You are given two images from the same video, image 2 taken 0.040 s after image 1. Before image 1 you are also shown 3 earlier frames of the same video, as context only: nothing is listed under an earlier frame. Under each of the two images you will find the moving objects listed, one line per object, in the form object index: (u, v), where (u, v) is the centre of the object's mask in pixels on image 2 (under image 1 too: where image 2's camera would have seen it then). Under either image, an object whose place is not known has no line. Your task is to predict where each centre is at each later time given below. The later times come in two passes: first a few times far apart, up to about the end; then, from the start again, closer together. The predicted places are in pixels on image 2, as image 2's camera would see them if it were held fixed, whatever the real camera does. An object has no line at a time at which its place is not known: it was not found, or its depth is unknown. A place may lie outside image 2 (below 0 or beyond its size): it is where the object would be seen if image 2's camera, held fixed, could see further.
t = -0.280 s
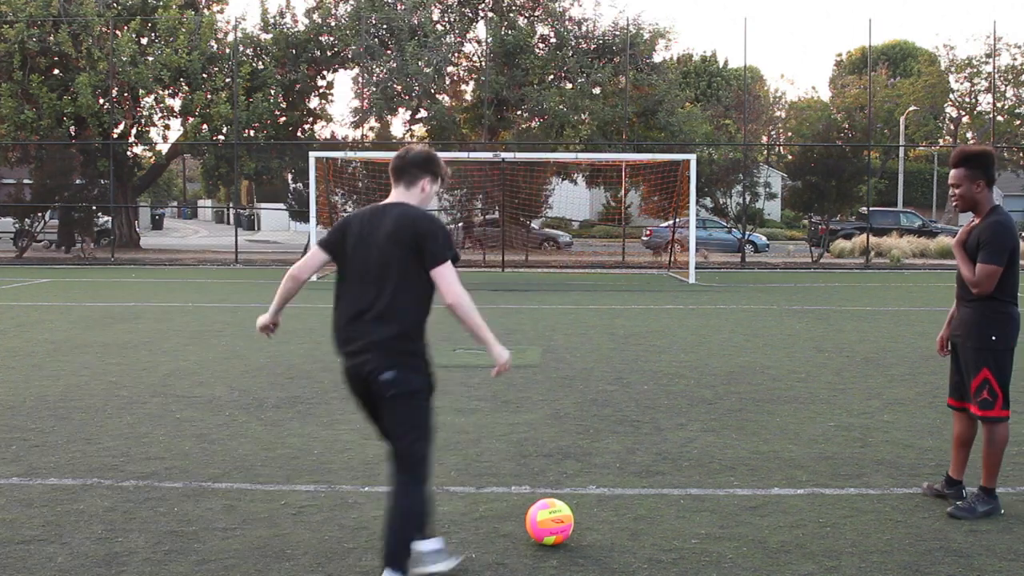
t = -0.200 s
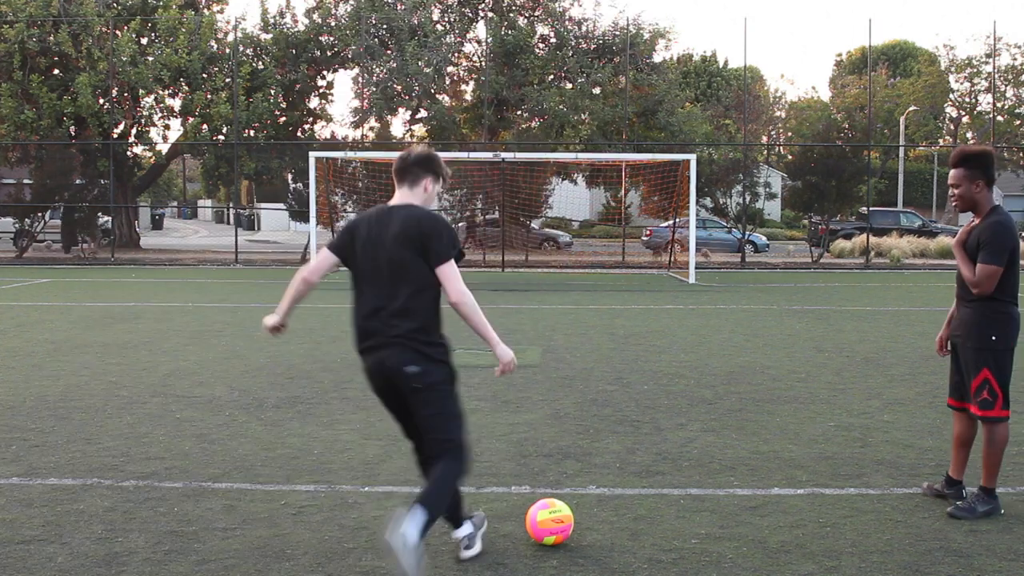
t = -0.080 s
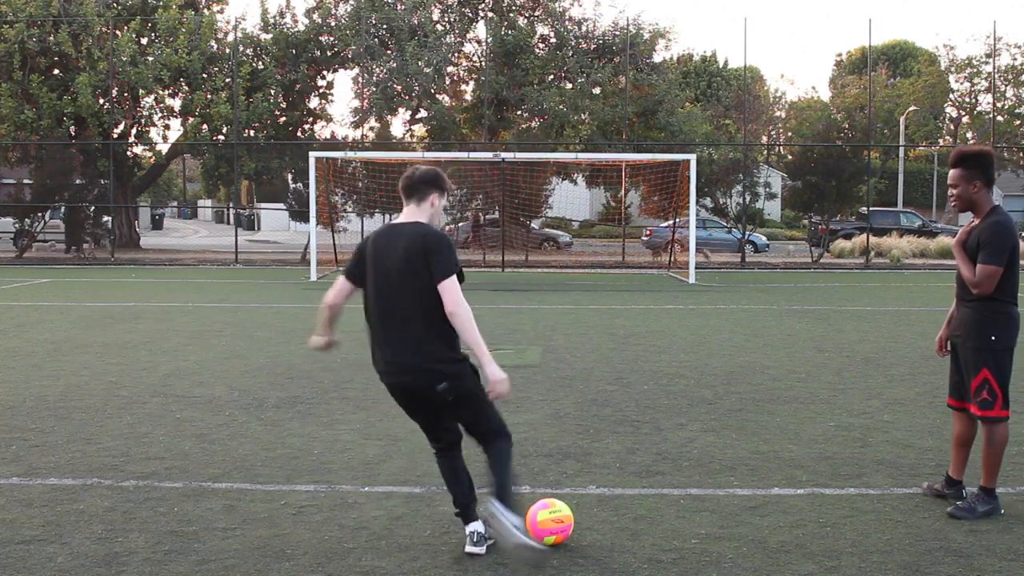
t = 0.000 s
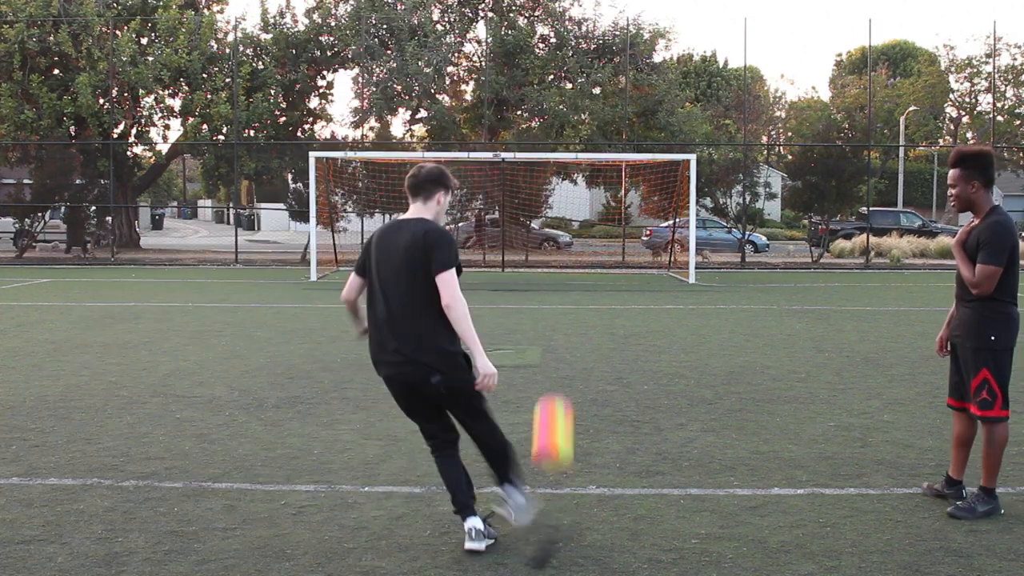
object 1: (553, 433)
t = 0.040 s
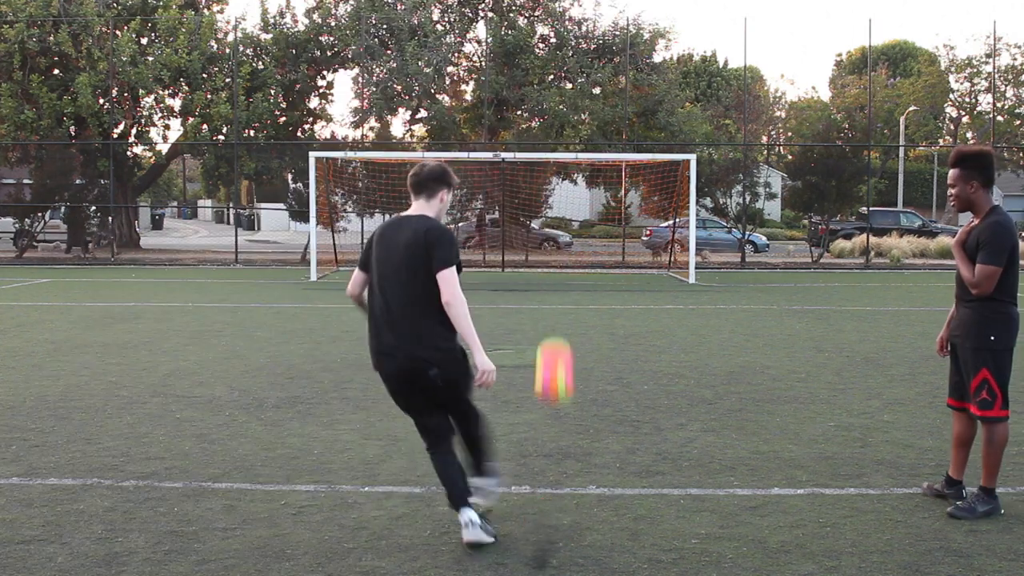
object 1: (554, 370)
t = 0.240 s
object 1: (557, 185)
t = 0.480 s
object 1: (561, 103)
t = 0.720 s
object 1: (567, 84)
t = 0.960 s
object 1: (572, 98)
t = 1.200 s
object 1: (577, 131)
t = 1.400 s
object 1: (580, 169)
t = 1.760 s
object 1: (585, 253)
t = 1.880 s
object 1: (586, 267)
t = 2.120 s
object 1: (586, 258)
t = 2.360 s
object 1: (588, 263)
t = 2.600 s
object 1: (587, 268)
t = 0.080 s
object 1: (555, 320)
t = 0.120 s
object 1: (555, 278)
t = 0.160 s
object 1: (556, 241)
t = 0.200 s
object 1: (557, 212)
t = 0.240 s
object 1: (557, 185)
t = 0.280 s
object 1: (558, 165)
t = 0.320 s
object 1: (558, 148)
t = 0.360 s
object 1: (559, 134)
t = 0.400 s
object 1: (560, 122)
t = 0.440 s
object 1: (560, 111)
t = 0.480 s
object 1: (561, 103)
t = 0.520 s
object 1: (562, 97)
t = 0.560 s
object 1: (563, 93)
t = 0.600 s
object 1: (564, 89)
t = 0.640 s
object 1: (565, 86)
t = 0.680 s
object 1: (566, 85)
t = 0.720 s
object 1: (567, 84)
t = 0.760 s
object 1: (567, 85)
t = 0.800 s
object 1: (568, 86)
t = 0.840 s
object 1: (569, 88)
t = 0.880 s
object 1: (570, 91)
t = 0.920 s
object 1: (571, 93)
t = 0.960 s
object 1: (572, 98)
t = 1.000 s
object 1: (573, 102)
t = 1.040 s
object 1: (574, 107)
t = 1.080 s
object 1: (575, 113)
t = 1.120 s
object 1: (575, 118)
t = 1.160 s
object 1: (576, 125)
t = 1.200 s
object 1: (577, 131)
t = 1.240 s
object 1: (577, 138)
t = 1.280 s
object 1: (578, 146)
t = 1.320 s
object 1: (579, 152)
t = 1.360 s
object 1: (580, 161)
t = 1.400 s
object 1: (580, 169)
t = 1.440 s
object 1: (581, 177)
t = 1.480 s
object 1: (582, 185)
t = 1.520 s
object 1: (583, 196)
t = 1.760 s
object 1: (585, 253)
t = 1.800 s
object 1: (585, 262)
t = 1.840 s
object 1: (586, 267)
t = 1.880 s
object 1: (586, 267)
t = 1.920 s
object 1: (586, 264)
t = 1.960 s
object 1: (586, 261)
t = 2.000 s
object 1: (587, 259)
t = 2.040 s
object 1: (587, 258)
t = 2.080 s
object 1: (586, 258)
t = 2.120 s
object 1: (586, 258)
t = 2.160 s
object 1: (587, 259)
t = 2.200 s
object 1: (587, 261)
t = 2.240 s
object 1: (587, 263)
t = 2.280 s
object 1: (587, 265)
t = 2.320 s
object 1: (588, 265)
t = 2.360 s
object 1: (588, 263)
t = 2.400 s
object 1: (588, 263)
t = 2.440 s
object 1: (587, 263)
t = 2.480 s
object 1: (587, 263)
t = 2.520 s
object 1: (587, 264)
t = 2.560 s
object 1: (587, 266)
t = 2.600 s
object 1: (587, 268)
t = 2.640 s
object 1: (587, 268)
